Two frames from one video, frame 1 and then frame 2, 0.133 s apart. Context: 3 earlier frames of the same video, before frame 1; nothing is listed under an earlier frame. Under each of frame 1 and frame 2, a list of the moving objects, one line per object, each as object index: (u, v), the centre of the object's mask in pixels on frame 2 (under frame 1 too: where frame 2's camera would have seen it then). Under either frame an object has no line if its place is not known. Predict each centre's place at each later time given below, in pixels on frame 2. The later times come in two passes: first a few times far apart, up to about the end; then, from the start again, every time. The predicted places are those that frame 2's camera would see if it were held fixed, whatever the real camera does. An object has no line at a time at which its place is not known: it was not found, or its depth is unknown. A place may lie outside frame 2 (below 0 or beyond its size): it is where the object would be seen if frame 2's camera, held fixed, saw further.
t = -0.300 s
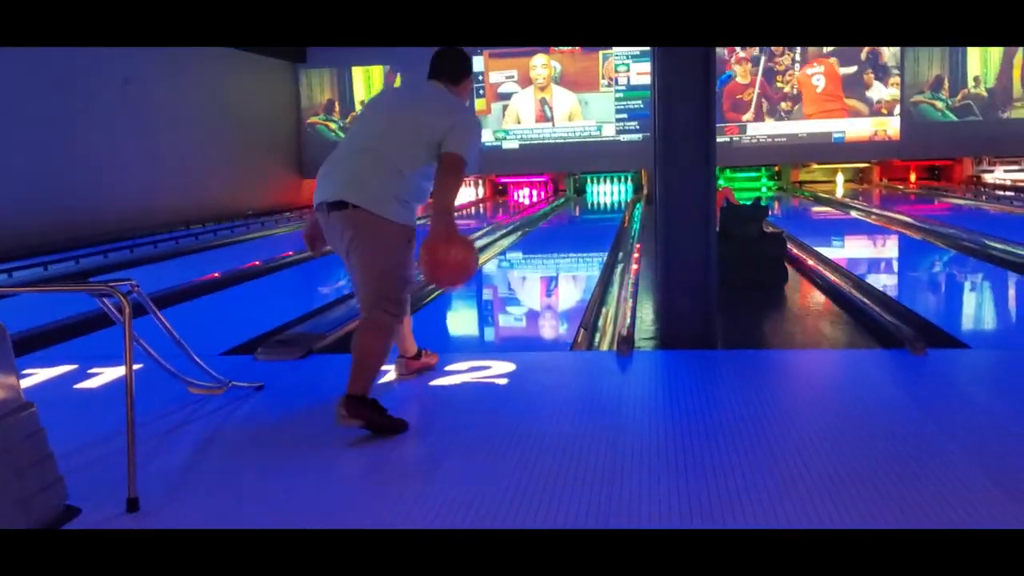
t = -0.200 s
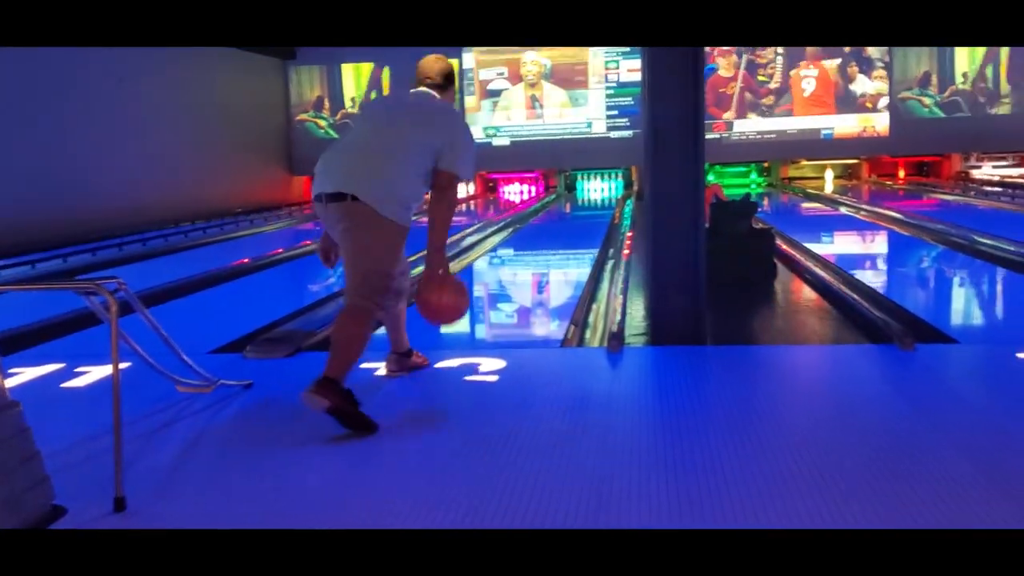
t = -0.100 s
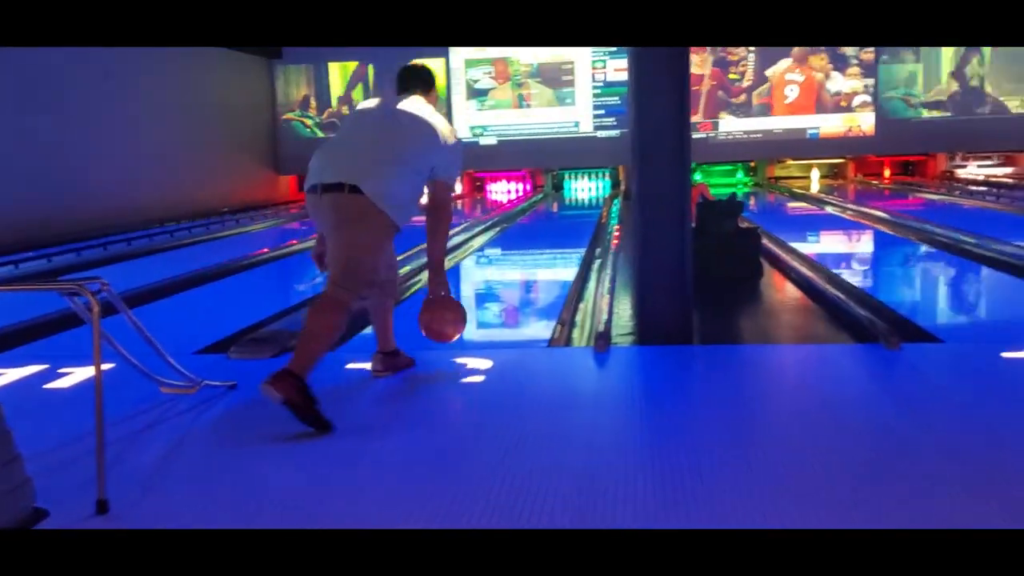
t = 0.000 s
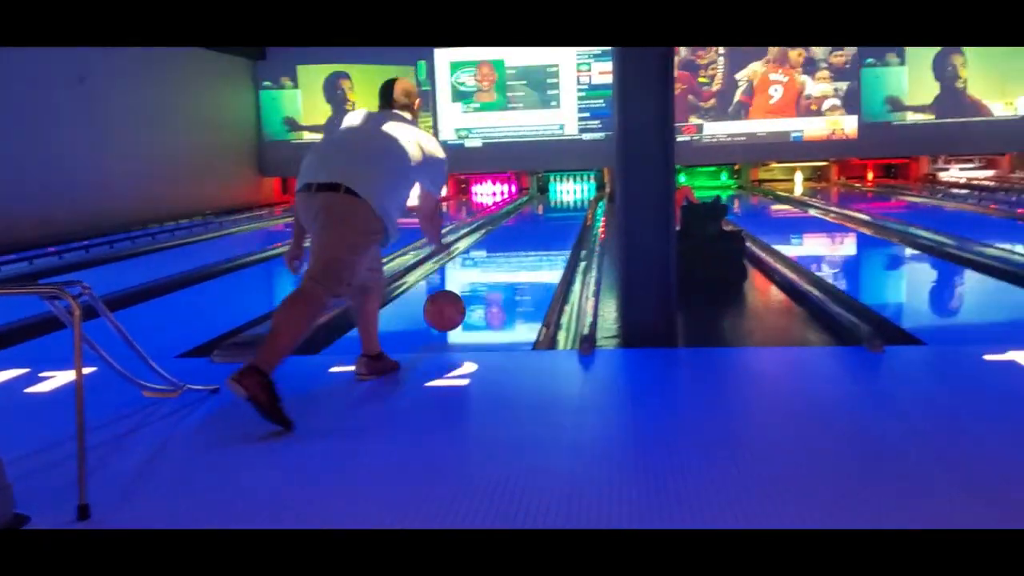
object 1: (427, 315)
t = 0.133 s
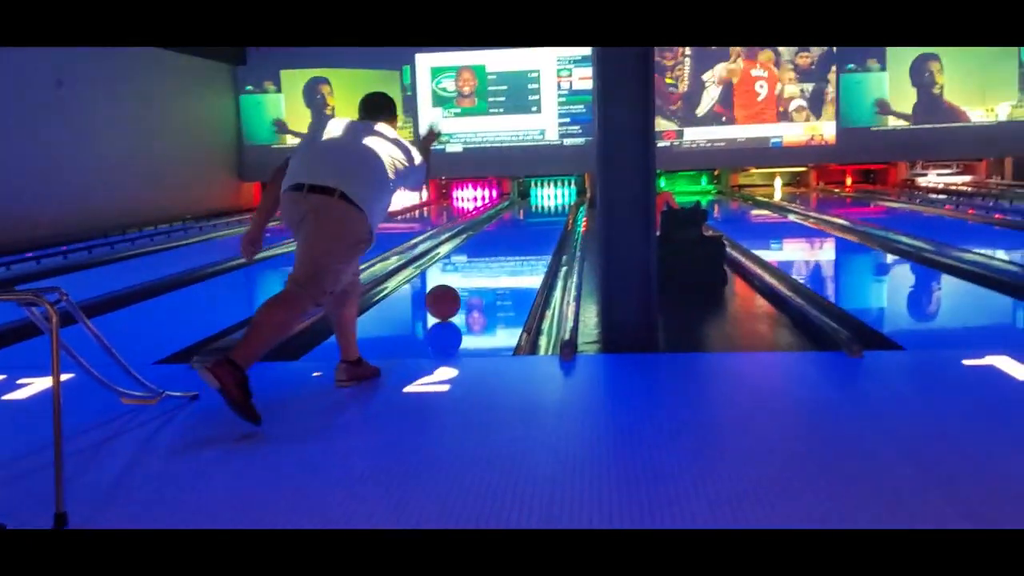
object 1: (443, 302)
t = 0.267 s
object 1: (455, 282)
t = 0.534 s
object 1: (471, 256)
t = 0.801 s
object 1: (482, 238)
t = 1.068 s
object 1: (489, 227)
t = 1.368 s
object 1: (496, 217)
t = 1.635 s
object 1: (500, 210)
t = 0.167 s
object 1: (446, 297)
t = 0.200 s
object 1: (450, 291)
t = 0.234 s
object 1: (452, 287)
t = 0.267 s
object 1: (455, 282)
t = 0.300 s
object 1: (458, 278)
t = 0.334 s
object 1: (460, 274)
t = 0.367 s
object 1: (462, 270)
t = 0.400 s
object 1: (464, 267)
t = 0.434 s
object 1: (467, 264)
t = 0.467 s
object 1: (468, 261)
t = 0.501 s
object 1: (470, 258)
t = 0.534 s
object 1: (471, 256)
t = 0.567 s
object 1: (473, 253)
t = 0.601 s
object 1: (474, 251)
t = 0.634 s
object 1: (476, 248)
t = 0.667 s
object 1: (478, 246)
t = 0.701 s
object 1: (479, 244)
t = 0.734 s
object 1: (480, 242)
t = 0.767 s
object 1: (481, 240)
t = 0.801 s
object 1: (482, 238)
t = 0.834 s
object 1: (484, 236)
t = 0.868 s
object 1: (484, 235)
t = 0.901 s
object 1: (485, 233)
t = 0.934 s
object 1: (486, 232)
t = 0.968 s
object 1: (487, 230)
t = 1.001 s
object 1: (488, 229)
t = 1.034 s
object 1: (489, 228)
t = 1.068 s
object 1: (489, 227)
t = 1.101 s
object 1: (490, 225)
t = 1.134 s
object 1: (491, 224)
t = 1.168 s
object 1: (492, 222)
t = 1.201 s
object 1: (493, 221)
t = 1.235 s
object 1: (493, 220)
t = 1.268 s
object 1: (494, 219)
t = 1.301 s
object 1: (494, 218)
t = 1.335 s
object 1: (495, 217)
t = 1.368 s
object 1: (496, 217)
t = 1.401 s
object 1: (496, 217)
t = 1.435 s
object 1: (496, 215)
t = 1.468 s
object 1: (498, 214)
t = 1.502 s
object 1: (499, 213)
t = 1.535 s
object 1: (499, 212)
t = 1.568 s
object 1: (499, 212)
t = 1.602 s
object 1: (499, 211)
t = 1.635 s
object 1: (500, 210)
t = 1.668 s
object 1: (500, 209)
